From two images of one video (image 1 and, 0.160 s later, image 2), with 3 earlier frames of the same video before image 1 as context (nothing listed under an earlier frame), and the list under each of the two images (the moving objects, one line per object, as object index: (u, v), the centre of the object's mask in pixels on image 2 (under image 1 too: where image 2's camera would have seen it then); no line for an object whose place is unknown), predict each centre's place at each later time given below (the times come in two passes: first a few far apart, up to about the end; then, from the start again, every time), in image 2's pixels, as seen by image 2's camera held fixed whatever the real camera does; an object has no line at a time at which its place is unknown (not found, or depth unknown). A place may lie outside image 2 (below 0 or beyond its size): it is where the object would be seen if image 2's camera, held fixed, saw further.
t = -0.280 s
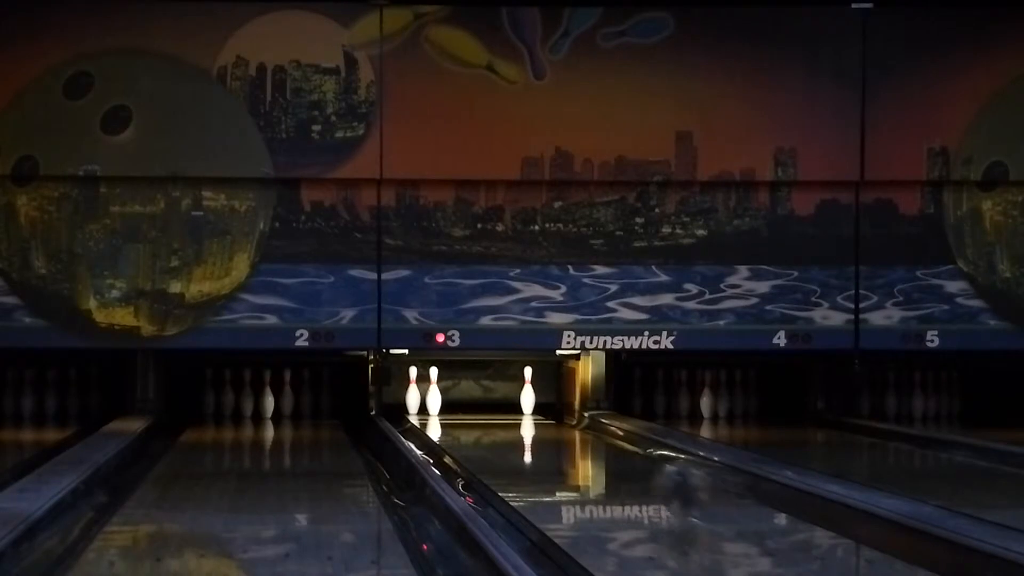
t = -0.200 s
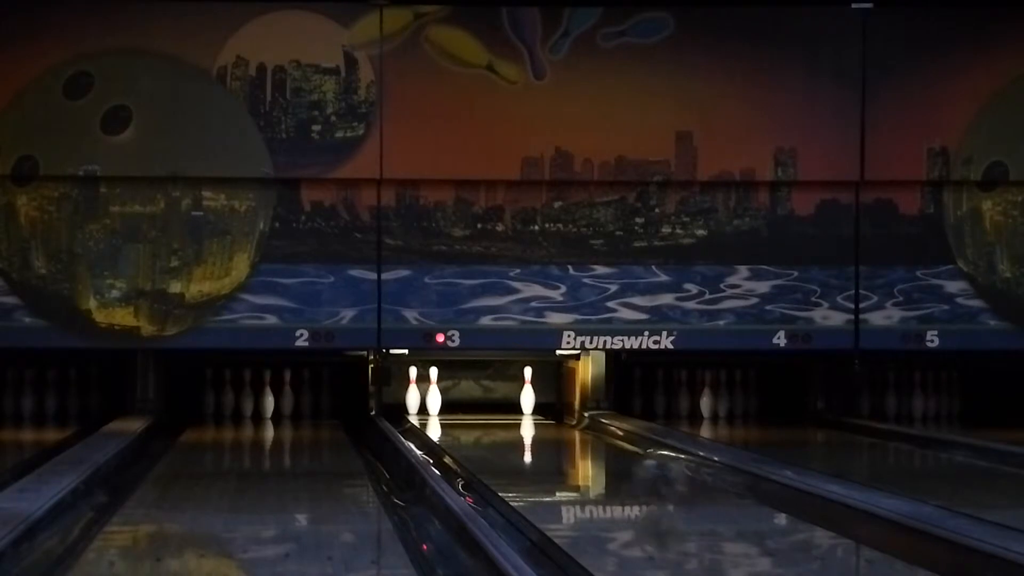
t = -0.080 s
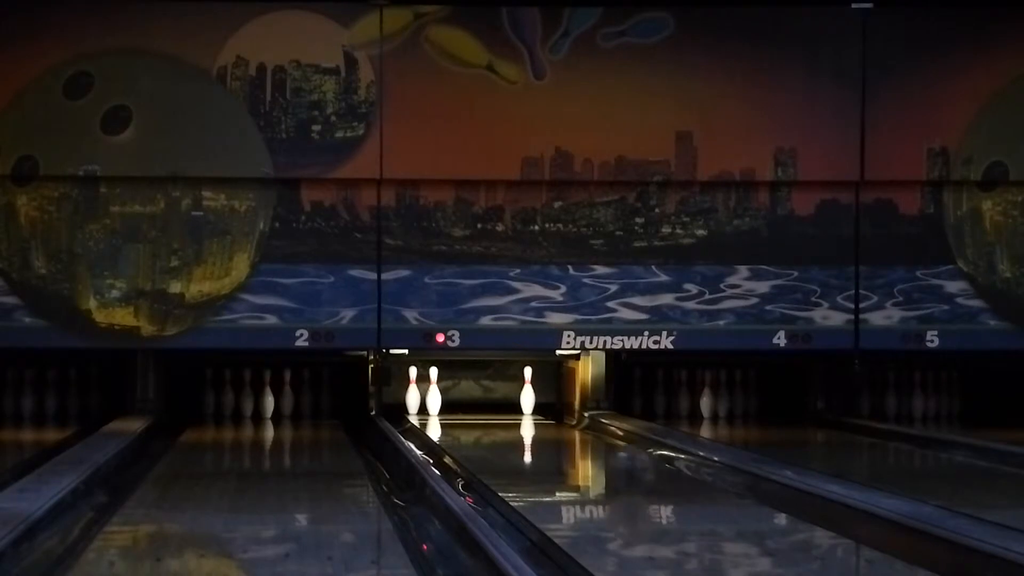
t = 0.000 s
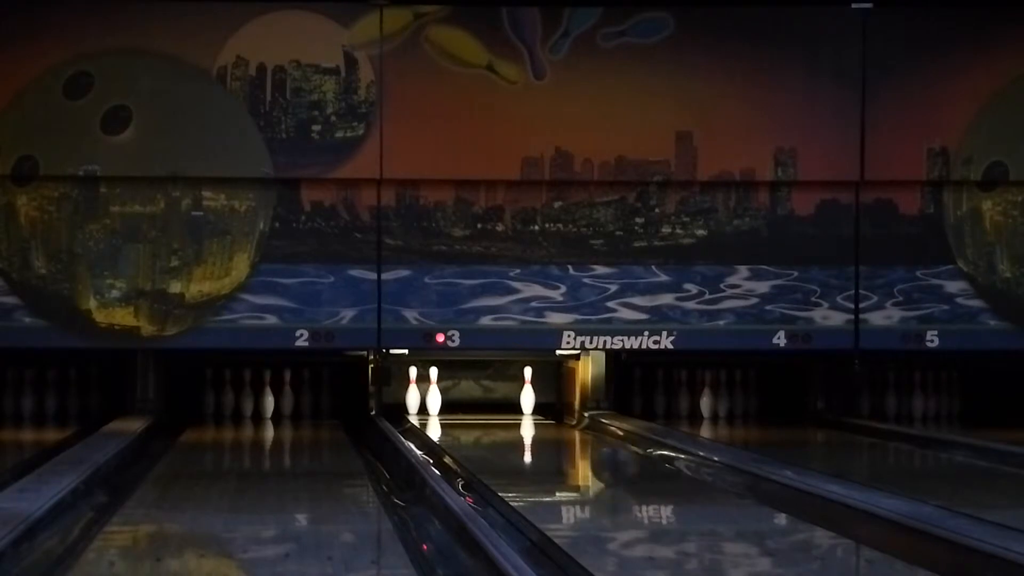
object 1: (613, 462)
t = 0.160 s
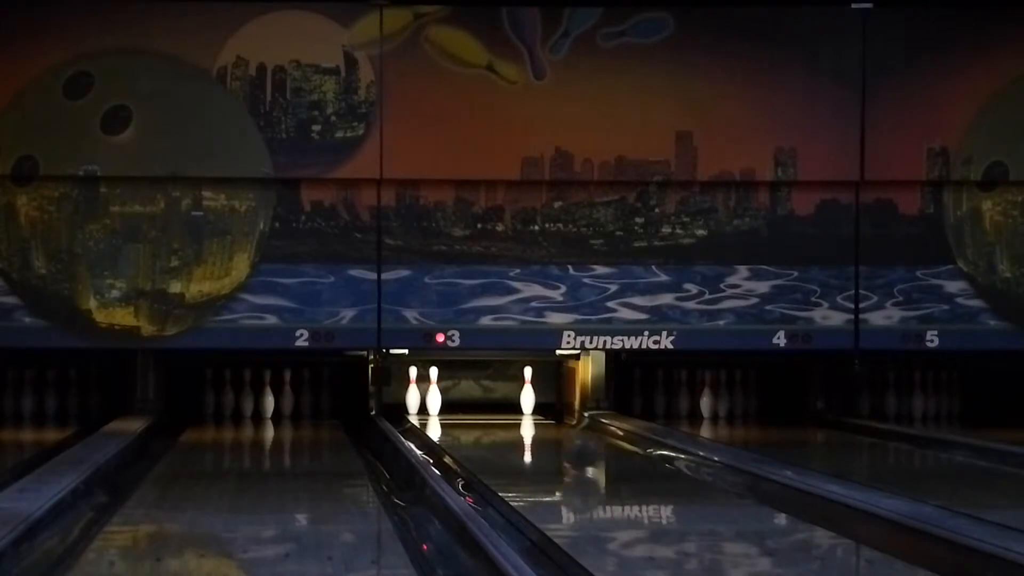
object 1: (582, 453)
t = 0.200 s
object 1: (576, 447)
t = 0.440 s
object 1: (540, 435)
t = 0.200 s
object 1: (576, 447)
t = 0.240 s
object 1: (573, 443)
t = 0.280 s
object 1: (565, 441)
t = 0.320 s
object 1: (559, 439)
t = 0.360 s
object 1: (550, 437)
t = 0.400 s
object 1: (546, 437)
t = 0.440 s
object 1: (540, 435)
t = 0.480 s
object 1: (534, 433)
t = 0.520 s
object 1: (529, 430)
